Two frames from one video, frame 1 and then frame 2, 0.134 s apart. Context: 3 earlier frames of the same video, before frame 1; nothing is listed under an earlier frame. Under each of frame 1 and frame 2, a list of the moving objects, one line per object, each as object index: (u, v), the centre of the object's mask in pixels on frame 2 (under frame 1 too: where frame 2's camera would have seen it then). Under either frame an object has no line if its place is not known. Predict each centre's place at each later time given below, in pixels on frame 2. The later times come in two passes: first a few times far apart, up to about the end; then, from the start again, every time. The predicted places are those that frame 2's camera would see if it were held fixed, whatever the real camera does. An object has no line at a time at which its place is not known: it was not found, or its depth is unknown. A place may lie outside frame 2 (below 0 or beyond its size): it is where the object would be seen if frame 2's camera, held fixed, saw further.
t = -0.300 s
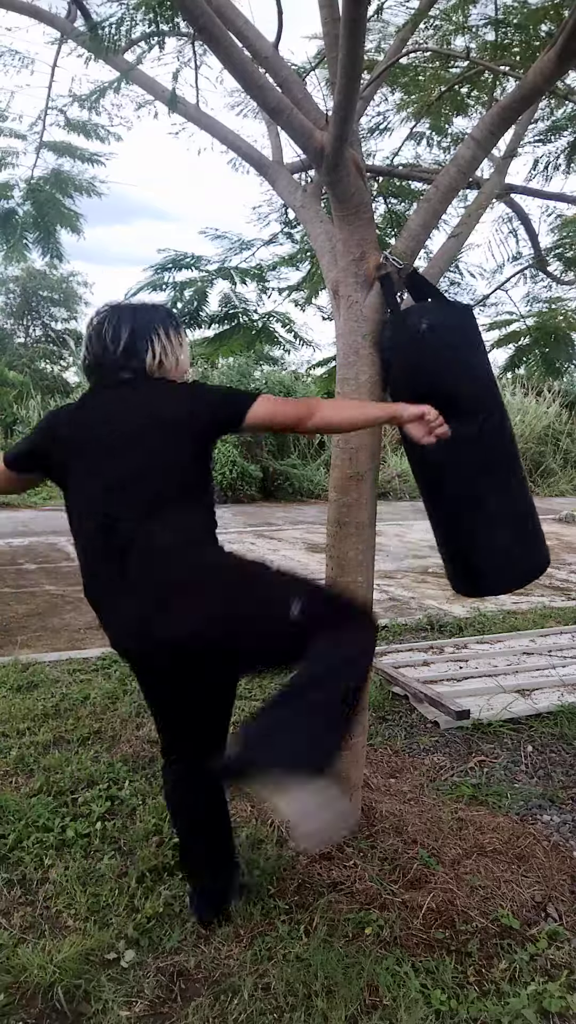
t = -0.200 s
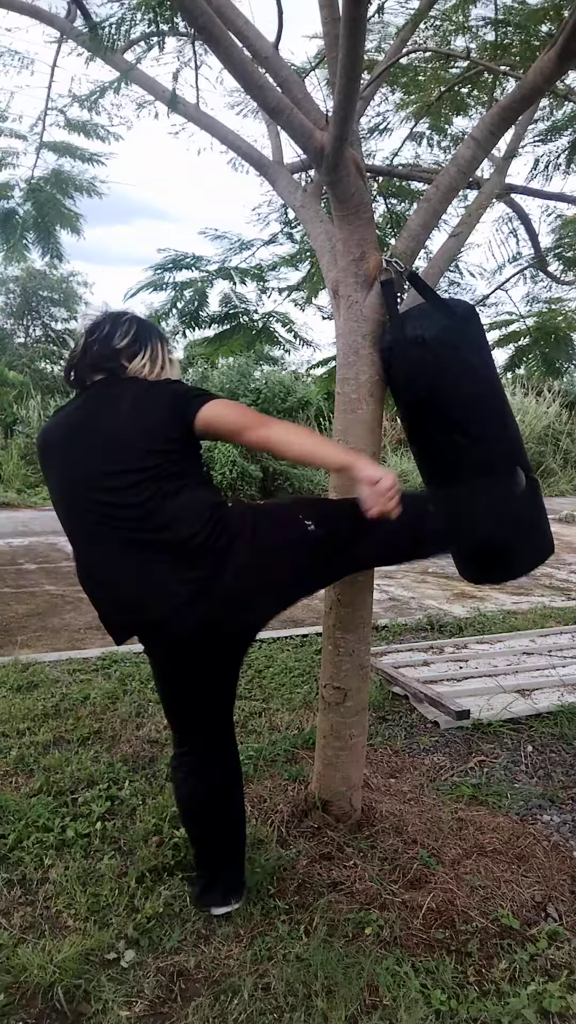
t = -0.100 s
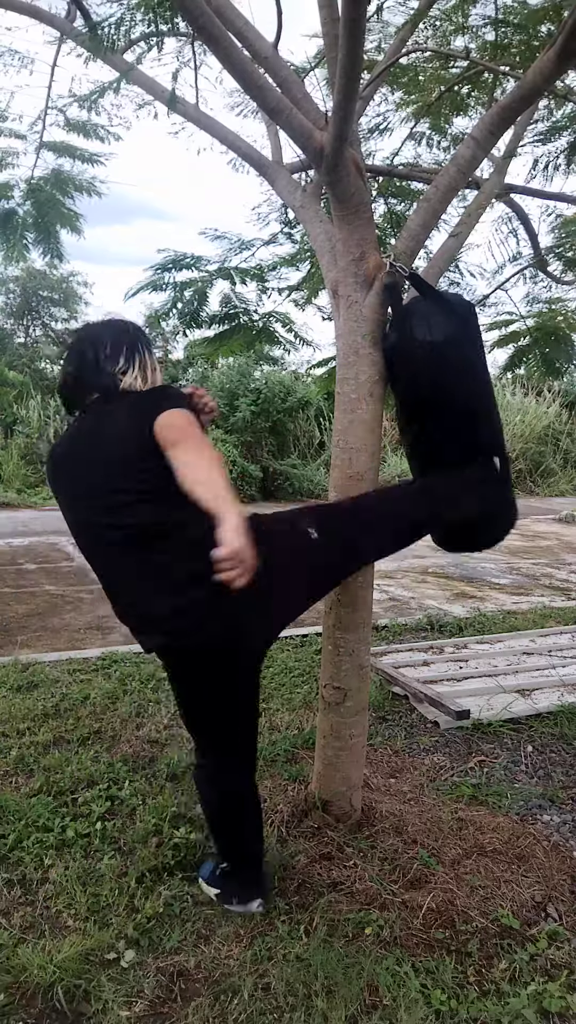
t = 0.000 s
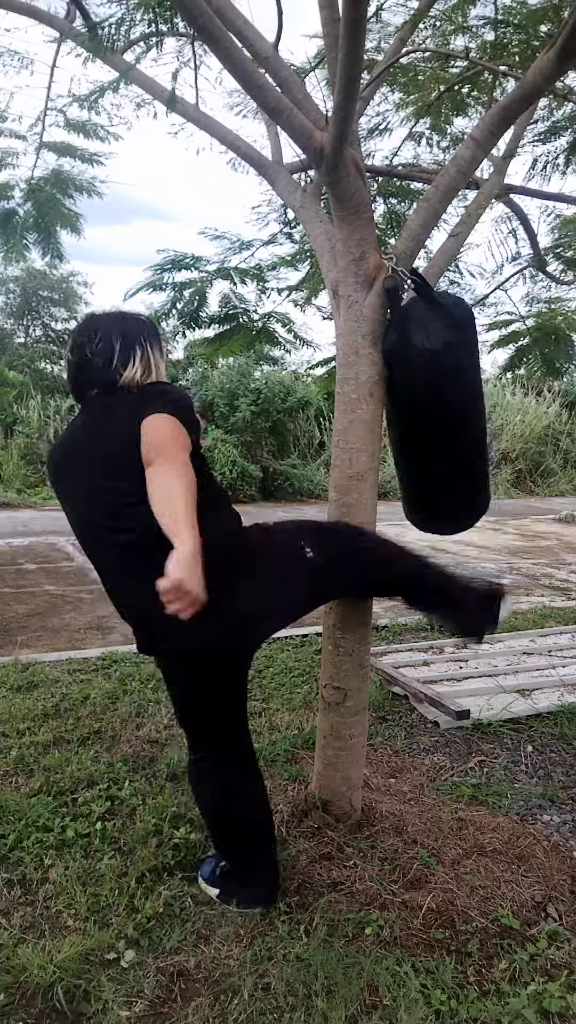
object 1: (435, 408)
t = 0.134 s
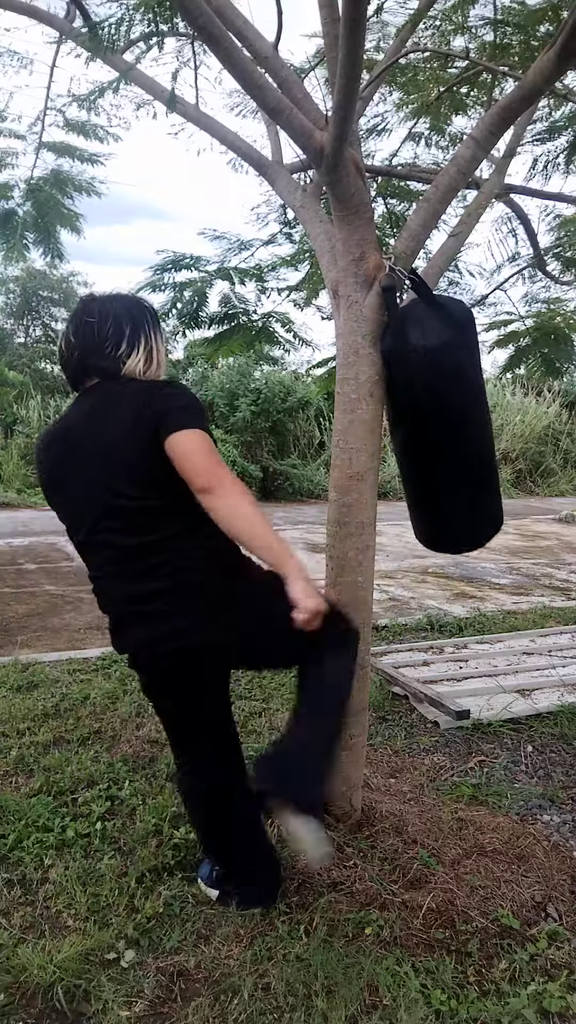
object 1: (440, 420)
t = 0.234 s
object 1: (446, 433)
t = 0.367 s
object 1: (446, 451)
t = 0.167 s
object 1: (443, 425)
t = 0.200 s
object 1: (445, 429)
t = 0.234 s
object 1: (446, 433)
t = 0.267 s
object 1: (447, 438)
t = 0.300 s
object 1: (448, 442)
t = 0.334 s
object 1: (447, 447)
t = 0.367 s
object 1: (446, 451)
